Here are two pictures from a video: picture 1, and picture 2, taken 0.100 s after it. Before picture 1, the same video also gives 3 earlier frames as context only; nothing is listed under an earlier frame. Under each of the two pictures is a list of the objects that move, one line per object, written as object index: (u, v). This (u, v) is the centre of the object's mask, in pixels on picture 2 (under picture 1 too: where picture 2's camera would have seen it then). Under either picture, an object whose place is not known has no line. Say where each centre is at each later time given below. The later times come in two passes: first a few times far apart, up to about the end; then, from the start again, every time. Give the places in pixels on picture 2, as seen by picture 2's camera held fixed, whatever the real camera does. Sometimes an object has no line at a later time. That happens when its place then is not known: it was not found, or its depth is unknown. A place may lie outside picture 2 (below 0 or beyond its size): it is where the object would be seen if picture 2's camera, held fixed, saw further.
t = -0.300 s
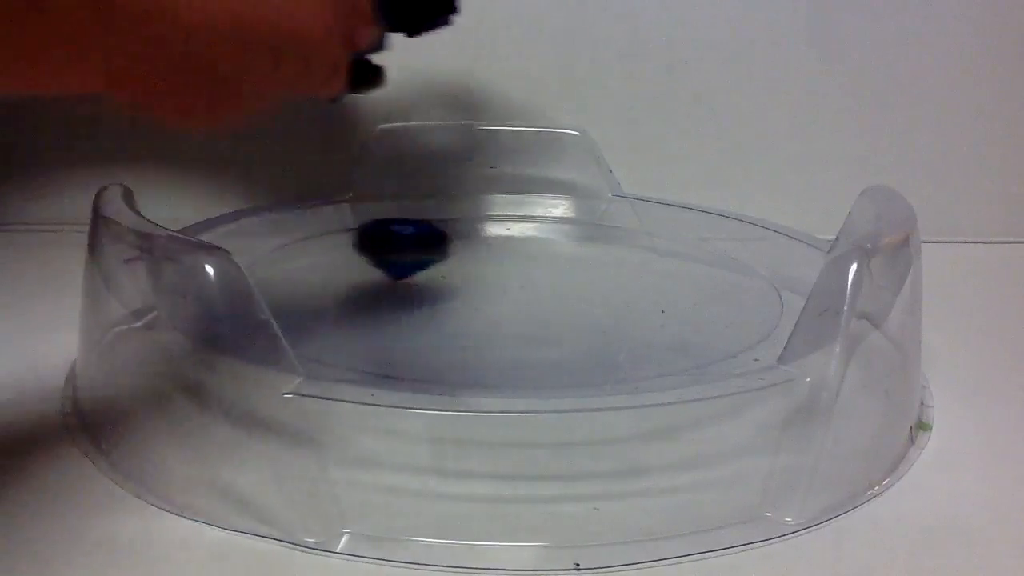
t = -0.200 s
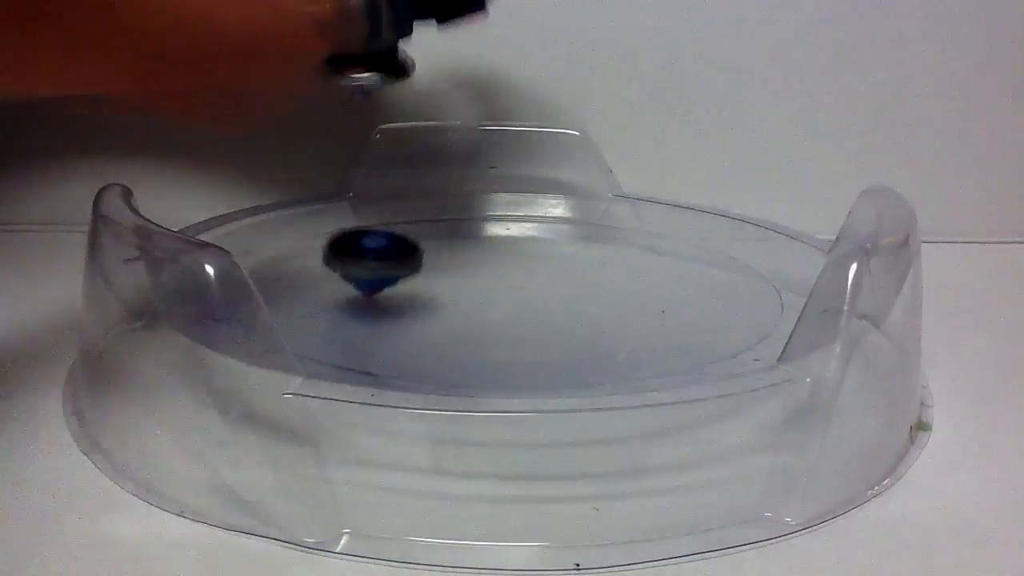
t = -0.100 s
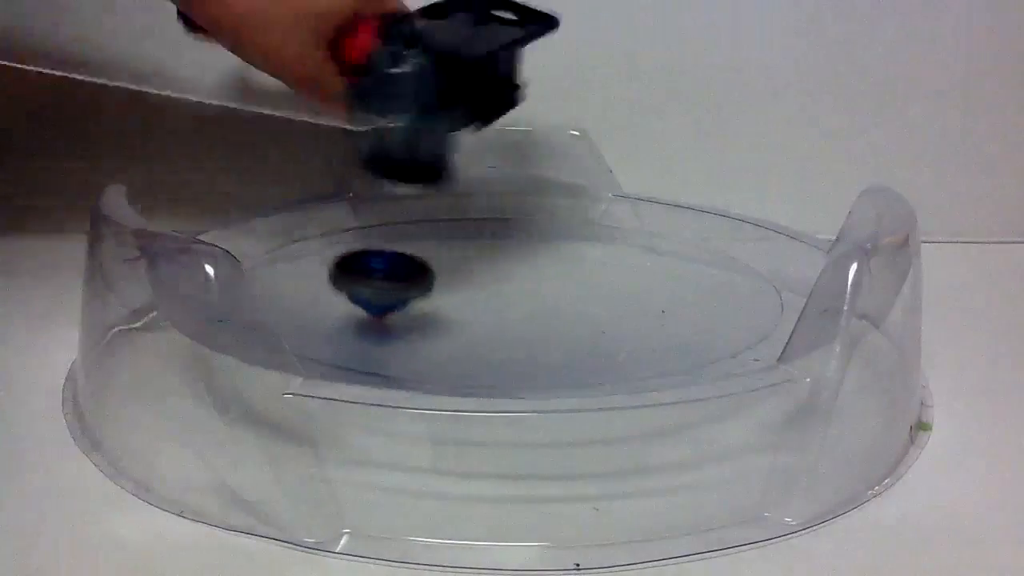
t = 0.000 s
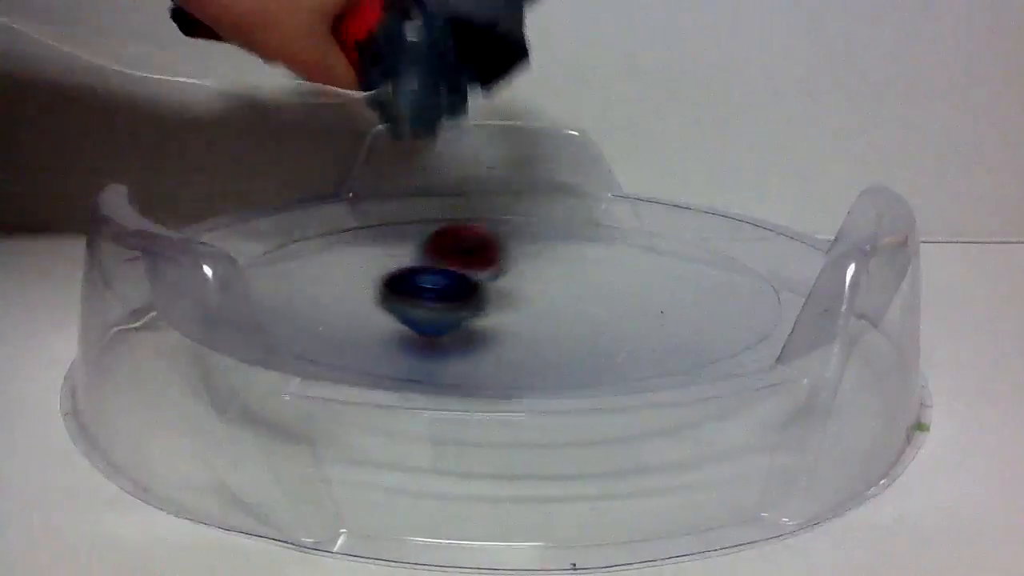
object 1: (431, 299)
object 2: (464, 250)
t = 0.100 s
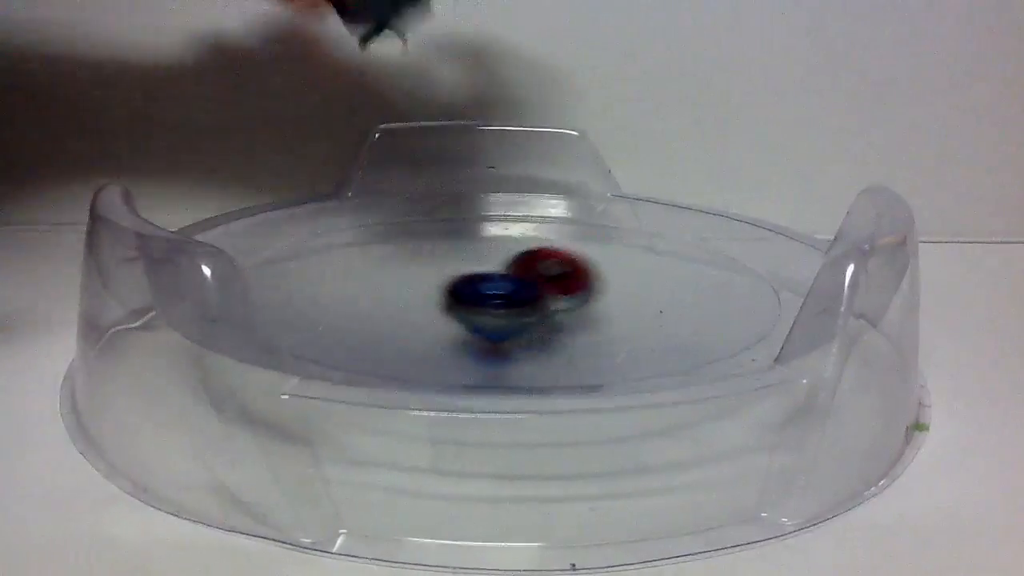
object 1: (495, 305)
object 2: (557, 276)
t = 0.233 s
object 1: (539, 309)
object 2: (696, 267)
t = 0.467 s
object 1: (605, 279)
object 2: (714, 247)
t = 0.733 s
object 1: (454, 268)
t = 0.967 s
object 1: (420, 301)
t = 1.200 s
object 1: (537, 317)
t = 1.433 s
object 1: (533, 277)
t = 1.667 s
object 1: (400, 320)
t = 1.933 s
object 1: (463, 306)
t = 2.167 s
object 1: (464, 289)
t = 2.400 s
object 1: (398, 280)
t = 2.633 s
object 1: (332, 277)
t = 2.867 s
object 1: (373, 300)
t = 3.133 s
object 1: (322, 259)
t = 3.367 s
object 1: (367, 298)
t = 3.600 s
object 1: (367, 280)
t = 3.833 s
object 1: (423, 276)
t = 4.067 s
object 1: (351, 278)
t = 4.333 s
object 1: (535, 300)
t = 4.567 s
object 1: (479, 225)
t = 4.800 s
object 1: (351, 279)
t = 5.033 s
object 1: (630, 299)
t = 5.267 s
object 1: (611, 216)
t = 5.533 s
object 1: (380, 265)
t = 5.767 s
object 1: (533, 331)
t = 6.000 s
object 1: (734, 269)
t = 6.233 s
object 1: (525, 242)
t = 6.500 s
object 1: (305, 291)
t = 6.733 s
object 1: (519, 340)
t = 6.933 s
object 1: (650, 291)
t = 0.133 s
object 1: (509, 299)
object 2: (593, 289)
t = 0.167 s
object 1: (517, 305)
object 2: (628, 281)
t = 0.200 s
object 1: (526, 309)
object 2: (663, 275)
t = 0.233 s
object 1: (539, 309)
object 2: (696, 267)
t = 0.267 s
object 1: (553, 308)
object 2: (723, 259)
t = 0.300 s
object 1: (568, 305)
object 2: (746, 251)
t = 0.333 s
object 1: (580, 301)
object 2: (751, 242)
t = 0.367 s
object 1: (593, 296)
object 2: (746, 246)
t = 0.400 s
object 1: (600, 290)
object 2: (739, 245)
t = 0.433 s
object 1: (604, 284)
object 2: (728, 246)
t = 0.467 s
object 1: (605, 279)
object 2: (714, 247)
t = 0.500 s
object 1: (600, 273)
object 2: (699, 247)
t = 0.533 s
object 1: (590, 268)
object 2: (685, 247)
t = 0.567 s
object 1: (560, 266)
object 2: (688, 240)
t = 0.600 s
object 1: (532, 264)
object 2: (692, 233)
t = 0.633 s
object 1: (508, 263)
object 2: (693, 227)
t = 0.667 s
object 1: (487, 264)
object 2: (685, 224)
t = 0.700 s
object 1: (470, 266)
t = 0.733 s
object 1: (454, 268)
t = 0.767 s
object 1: (440, 272)
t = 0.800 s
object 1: (429, 276)
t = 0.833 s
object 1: (421, 280)
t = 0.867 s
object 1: (415, 285)
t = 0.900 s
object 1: (413, 290)
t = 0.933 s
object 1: (415, 296)
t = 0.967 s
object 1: (420, 301)
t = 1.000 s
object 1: (428, 306)
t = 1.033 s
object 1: (441, 310)
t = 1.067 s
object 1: (457, 314)
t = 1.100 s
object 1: (476, 316)
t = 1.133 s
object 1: (496, 318)
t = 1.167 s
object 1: (517, 318)
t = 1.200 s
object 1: (537, 317)
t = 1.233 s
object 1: (555, 306)
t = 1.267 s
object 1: (567, 303)
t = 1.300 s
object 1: (569, 314)
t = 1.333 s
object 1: (581, 316)
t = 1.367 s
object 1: (588, 313)
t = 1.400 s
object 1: (562, 283)
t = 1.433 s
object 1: (533, 277)
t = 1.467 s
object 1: (501, 293)
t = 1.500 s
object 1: (466, 324)
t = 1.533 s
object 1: (442, 323)
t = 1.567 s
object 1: (424, 323)
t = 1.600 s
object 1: (411, 321)
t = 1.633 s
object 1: (403, 321)
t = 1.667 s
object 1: (400, 320)
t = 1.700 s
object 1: (401, 319)
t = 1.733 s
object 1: (406, 318)
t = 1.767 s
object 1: (414, 317)
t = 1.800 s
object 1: (424, 315)
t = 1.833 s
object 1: (434, 314)
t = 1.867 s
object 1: (445, 312)
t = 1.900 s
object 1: (455, 309)
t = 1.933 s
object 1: (463, 306)
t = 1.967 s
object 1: (469, 304)
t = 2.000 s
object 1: (473, 301)
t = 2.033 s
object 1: (476, 298)
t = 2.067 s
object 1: (476, 296)
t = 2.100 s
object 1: (474, 294)
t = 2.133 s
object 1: (470, 291)
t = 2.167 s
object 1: (464, 289)
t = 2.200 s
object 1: (457, 288)
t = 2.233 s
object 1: (449, 286)
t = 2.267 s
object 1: (440, 285)
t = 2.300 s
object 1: (430, 284)
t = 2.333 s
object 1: (420, 282)
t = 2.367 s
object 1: (409, 281)
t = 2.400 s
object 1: (398, 280)
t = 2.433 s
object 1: (387, 279)
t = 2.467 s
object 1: (377, 278)
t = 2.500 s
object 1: (367, 277)
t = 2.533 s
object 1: (356, 276)
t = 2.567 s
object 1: (347, 276)
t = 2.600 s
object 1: (339, 276)
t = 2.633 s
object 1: (332, 277)
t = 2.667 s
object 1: (328, 278)
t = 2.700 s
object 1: (324, 280)
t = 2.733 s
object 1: (325, 283)
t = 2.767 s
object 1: (329, 287)
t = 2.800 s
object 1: (339, 291)
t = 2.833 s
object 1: (354, 296)
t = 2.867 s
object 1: (373, 300)
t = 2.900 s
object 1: (393, 302)
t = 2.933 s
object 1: (412, 304)
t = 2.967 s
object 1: (431, 303)
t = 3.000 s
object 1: (446, 302)
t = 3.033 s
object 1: (459, 299)
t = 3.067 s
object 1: (450, 299)
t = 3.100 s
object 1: (390, 272)
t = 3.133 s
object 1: (322, 259)
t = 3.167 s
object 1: (270, 261)
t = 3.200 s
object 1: (232, 239)
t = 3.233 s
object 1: (237, 241)
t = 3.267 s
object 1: (255, 257)
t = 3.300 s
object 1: (286, 286)
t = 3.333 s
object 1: (326, 284)
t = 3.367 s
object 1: (367, 298)
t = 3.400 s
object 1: (410, 299)
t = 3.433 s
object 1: (457, 298)
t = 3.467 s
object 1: (443, 291)
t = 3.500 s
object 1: (405, 288)
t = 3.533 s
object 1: (380, 283)
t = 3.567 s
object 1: (369, 281)
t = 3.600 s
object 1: (367, 280)
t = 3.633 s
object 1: (371, 280)
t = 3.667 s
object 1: (377, 280)
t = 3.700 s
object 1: (386, 281)
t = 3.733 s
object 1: (396, 280)
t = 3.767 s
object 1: (405, 279)
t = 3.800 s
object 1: (414, 278)
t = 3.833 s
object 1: (423, 276)
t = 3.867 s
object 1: (430, 273)
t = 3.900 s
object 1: (434, 270)
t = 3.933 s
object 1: (432, 267)
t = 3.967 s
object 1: (395, 268)
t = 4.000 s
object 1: (373, 270)
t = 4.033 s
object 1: (358, 274)
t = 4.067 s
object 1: (351, 278)
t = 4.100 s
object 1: (351, 284)
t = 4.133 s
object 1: (361, 291)
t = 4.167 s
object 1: (379, 298)
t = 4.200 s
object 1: (407, 306)
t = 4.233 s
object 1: (441, 310)
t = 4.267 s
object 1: (478, 310)
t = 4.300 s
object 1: (509, 307)
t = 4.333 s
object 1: (535, 300)
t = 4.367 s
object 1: (553, 290)
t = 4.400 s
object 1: (562, 279)
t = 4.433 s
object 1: (561, 266)
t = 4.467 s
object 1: (553, 254)
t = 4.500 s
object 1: (535, 243)
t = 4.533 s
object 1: (510, 232)
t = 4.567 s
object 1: (479, 225)
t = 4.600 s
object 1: (448, 221)
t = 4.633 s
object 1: (419, 222)
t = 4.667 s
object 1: (387, 227)
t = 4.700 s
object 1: (363, 236)
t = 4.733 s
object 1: (347, 249)
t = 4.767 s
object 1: (343, 264)
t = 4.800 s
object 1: (351, 279)
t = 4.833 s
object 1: (374, 294)
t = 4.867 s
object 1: (408, 307)
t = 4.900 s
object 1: (452, 315)
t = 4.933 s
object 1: (500, 319)
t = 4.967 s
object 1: (548, 318)
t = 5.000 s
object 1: (595, 310)
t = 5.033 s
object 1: (630, 299)
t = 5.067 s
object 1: (655, 287)
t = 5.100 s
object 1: (671, 273)
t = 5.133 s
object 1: (676, 258)
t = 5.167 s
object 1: (671, 245)
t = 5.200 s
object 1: (659, 234)
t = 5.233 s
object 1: (637, 223)
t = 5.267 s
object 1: (611, 216)
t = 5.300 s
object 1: (583, 213)
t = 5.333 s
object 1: (548, 212)
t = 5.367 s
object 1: (510, 214)
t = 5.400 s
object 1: (475, 221)
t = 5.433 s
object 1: (443, 229)
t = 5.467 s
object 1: (418, 239)
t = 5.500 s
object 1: (396, 251)
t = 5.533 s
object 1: (380, 265)
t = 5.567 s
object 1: (374, 279)
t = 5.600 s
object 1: (375, 292)
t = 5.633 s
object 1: (387, 305)
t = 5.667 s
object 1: (409, 317)
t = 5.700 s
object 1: (442, 325)
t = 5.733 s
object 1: (484, 330)
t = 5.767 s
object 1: (533, 331)
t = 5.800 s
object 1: (583, 328)
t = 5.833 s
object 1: (631, 325)
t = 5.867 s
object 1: (676, 313)
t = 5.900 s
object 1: (710, 303)
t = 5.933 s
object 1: (731, 292)
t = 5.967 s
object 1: (739, 280)
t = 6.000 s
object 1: (734, 269)
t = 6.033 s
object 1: (718, 260)
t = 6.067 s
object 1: (695, 252)
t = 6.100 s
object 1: (668, 247)
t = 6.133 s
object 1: (635, 244)
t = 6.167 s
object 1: (599, 241)
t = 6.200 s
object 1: (564, 241)
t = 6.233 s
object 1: (525, 242)
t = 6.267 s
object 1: (484, 245)
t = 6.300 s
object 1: (448, 249)
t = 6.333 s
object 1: (415, 253)
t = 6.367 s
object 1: (383, 259)
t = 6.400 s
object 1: (355, 264)
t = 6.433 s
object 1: (331, 269)
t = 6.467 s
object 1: (314, 281)
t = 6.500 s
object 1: (305, 291)
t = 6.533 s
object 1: (305, 301)
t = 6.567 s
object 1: (316, 311)
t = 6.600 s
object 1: (337, 320)
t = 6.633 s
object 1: (371, 328)
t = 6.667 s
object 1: (415, 335)
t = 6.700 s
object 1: (468, 340)
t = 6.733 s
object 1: (519, 340)
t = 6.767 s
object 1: (571, 337)
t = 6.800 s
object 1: (608, 338)
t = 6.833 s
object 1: (634, 321)
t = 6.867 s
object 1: (650, 312)
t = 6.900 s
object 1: (655, 301)
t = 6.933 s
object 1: (650, 291)
